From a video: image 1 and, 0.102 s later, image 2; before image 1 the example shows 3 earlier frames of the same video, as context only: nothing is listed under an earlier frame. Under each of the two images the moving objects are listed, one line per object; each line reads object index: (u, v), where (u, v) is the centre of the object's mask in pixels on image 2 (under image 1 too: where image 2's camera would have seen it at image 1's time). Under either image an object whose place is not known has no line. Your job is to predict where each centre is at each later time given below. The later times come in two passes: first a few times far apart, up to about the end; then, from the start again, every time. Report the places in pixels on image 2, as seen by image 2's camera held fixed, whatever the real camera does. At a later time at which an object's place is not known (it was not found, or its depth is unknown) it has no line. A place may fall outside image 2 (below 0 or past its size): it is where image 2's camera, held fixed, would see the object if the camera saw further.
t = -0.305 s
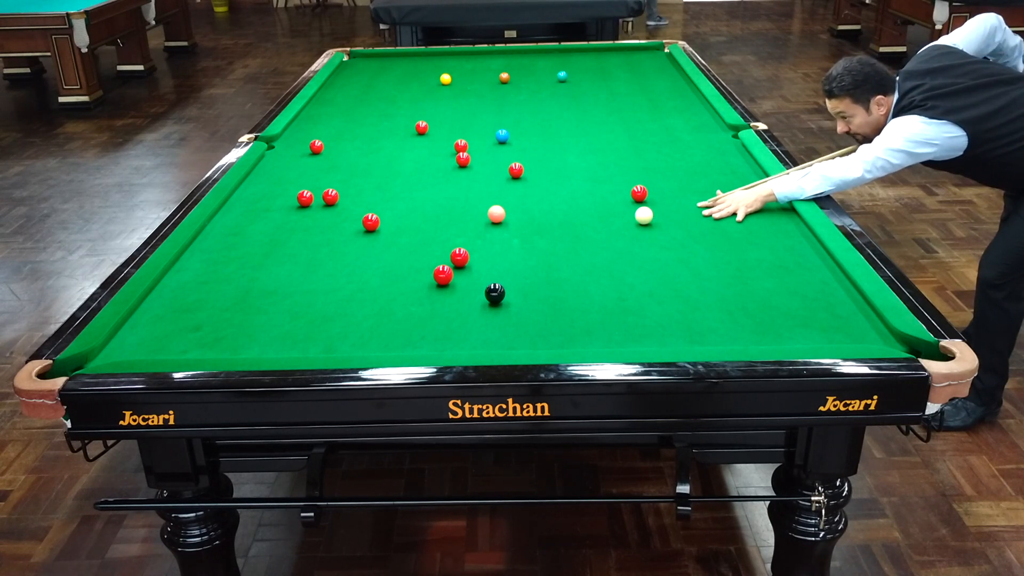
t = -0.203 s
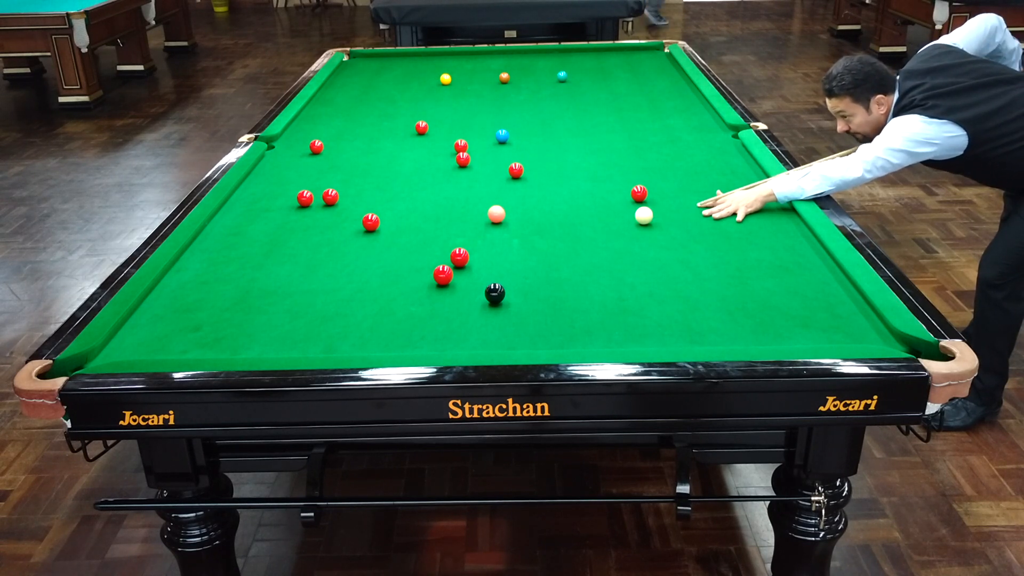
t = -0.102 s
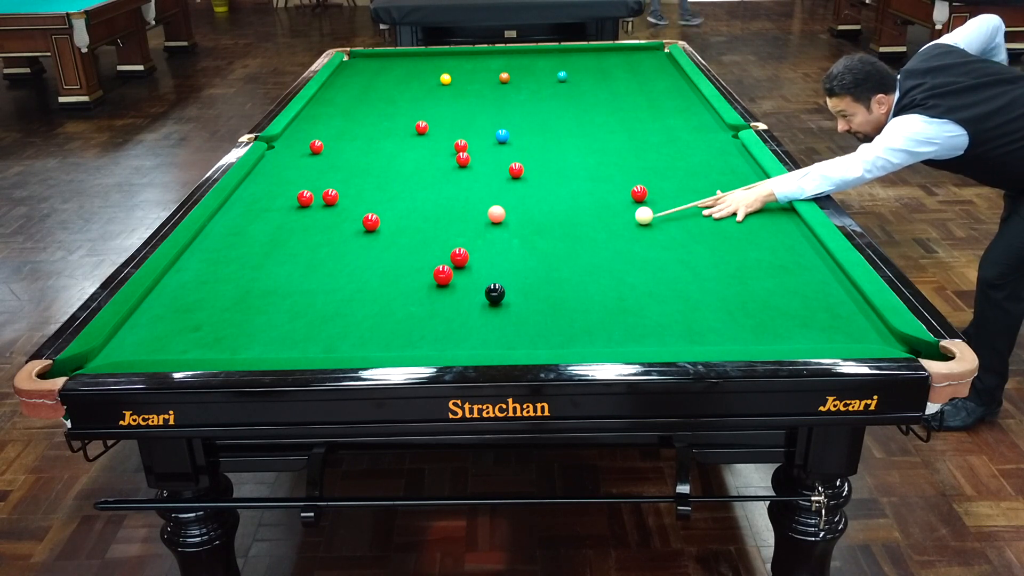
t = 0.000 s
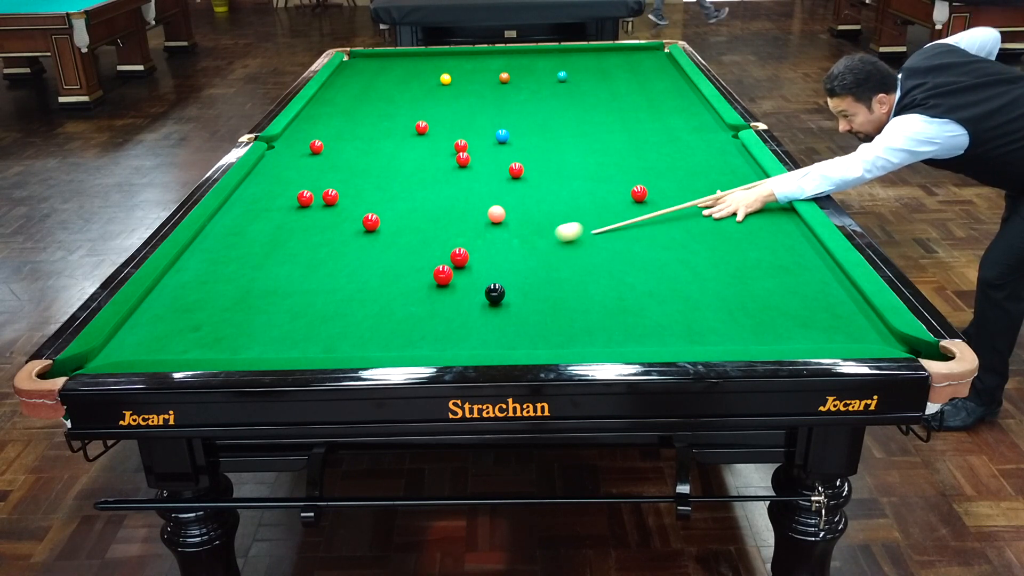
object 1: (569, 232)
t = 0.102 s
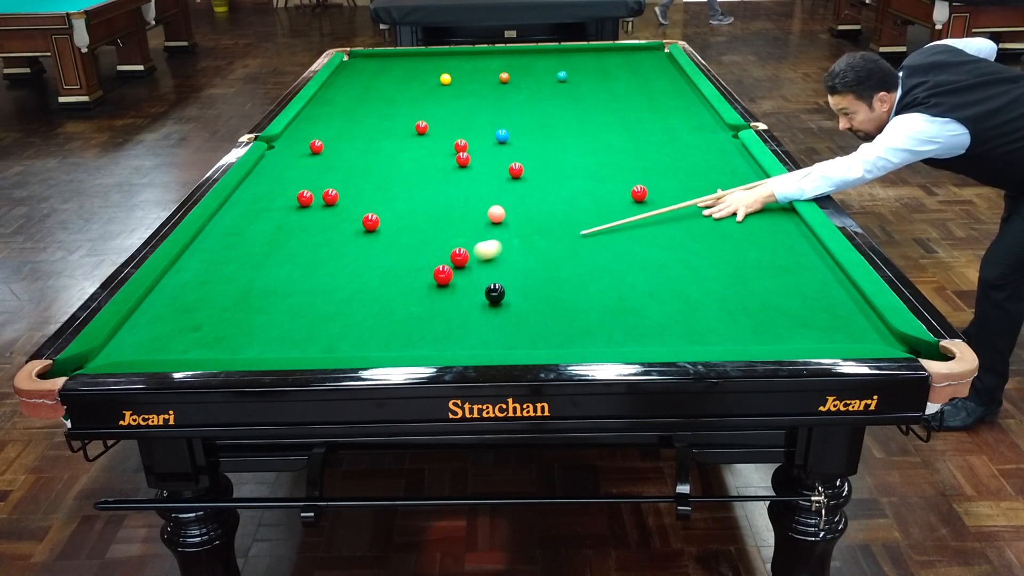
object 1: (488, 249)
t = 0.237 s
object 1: (472, 249)
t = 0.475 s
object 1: (484, 240)
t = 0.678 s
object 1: (494, 232)
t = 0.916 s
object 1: (504, 225)
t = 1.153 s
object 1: (513, 219)
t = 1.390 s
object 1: (520, 213)
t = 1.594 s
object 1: (525, 209)
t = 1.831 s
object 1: (530, 205)
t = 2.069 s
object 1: (534, 202)
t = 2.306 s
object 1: (538, 199)
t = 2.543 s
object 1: (541, 197)
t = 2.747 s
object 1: (542, 196)
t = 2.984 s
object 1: (544, 195)
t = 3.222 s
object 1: (545, 194)
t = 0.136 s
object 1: (474, 252)
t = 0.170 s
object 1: (472, 251)
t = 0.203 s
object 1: (472, 250)
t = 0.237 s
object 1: (472, 249)
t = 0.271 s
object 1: (473, 247)
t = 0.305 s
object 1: (475, 246)
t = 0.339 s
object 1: (477, 245)
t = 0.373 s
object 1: (479, 243)
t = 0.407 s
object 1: (480, 242)
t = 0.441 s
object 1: (482, 241)
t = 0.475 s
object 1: (484, 240)
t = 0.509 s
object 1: (486, 238)
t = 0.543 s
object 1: (487, 237)
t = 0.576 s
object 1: (489, 236)
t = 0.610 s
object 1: (491, 235)
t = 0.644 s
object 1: (492, 234)
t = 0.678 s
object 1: (494, 232)
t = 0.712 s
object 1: (495, 231)
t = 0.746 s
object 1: (497, 230)
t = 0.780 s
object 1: (498, 229)
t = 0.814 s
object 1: (500, 228)
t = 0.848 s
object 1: (501, 227)
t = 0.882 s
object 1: (503, 226)
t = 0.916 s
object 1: (504, 225)
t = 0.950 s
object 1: (505, 224)
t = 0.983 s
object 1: (507, 223)
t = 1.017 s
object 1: (508, 222)
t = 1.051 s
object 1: (509, 221)
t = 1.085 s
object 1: (510, 221)
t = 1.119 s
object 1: (511, 220)
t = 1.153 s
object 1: (513, 219)
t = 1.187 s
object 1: (514, 218)
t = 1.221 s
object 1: (515, 217)
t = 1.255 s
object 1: (516, 216)
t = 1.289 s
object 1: (517, 216)
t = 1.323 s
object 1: (518, 215)
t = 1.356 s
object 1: (519, 214)
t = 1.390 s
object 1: (520, 213)
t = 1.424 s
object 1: (521, 213)
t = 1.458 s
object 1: (522, 212)
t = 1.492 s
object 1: (523, 211)
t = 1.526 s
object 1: (524, 211)
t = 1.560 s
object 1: (524, 210)
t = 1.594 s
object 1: (525, 209)
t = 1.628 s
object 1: (526, 209)
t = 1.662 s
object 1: (527, 208)
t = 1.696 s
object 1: (527, 208)
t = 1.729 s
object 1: (528, 207)
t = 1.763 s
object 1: (529, 206)
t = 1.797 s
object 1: (530, 206)
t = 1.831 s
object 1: (530, 205)
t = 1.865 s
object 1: (531, 205)
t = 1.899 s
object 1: (531, 204)
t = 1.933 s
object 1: (532, 204)
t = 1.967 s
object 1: (533, 203)
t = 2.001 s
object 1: (533, 203)
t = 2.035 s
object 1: (534, 202)
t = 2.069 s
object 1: (534, 202)
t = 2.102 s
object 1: (535, 201)
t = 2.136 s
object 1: (536, 201)
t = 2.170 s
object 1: (536, 201)
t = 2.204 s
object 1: (536, 200)
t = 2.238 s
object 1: (537, 200)
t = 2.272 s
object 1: (537, 200)
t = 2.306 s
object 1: (538, 199)
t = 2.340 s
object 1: (538, 199)
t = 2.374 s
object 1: (539, 199)
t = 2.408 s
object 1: (539, 198)
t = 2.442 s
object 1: (539, 198)
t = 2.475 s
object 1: (540, 198)
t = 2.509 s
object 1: (540, 197)
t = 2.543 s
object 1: (541, 197)
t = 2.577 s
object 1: (541, 197)
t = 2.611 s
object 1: (541, 197)
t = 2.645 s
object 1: (541, 196)
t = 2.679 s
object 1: (542, 196)
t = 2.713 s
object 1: (542, 196)
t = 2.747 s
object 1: (542, 196)
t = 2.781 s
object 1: (543, 196)
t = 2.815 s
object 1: (543, 195)
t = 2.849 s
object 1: (543, 195)
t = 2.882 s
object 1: (543, 195)
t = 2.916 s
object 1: (544, 195)
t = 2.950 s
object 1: (544, 195)
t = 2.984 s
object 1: (544, 195)
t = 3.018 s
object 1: (544, 195)
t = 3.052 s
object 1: (544, 195)
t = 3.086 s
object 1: (545, 194)
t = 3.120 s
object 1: (545, 194)
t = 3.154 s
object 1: (545, 194)
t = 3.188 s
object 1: (545, 194)
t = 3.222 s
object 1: (545, 194)
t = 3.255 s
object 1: (545, 194)
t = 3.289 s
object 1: (545, 194)
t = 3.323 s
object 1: (545, 194)
